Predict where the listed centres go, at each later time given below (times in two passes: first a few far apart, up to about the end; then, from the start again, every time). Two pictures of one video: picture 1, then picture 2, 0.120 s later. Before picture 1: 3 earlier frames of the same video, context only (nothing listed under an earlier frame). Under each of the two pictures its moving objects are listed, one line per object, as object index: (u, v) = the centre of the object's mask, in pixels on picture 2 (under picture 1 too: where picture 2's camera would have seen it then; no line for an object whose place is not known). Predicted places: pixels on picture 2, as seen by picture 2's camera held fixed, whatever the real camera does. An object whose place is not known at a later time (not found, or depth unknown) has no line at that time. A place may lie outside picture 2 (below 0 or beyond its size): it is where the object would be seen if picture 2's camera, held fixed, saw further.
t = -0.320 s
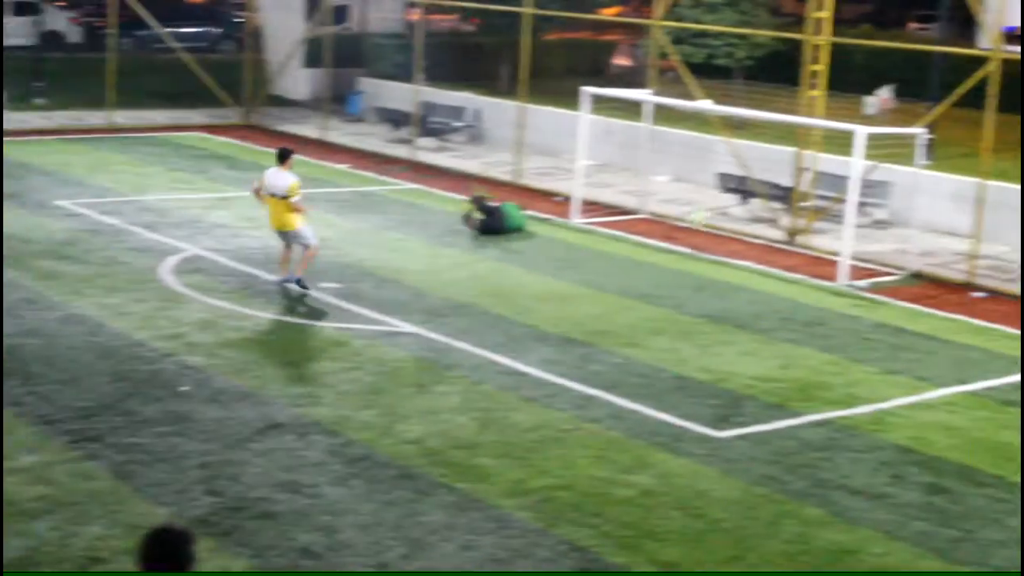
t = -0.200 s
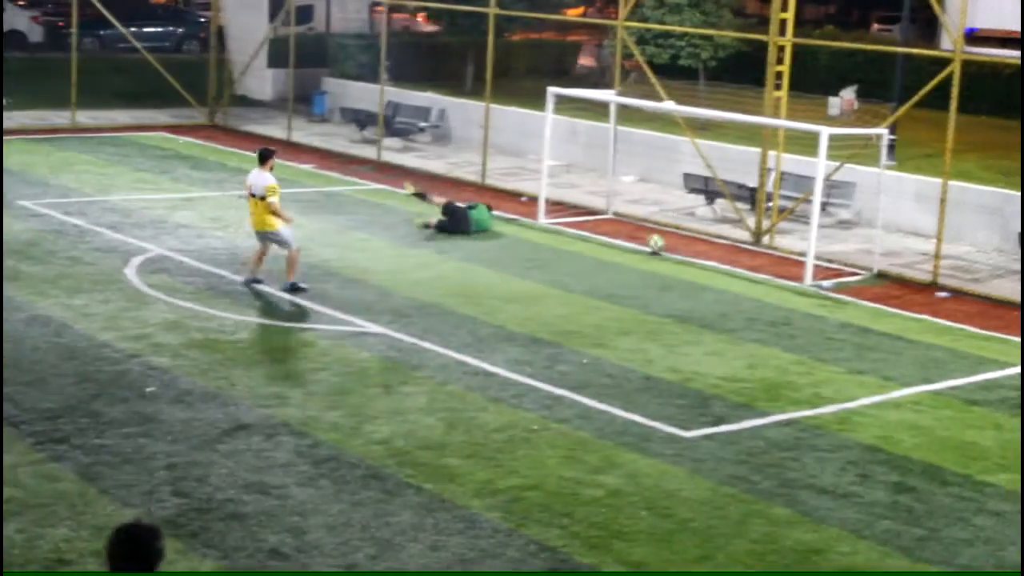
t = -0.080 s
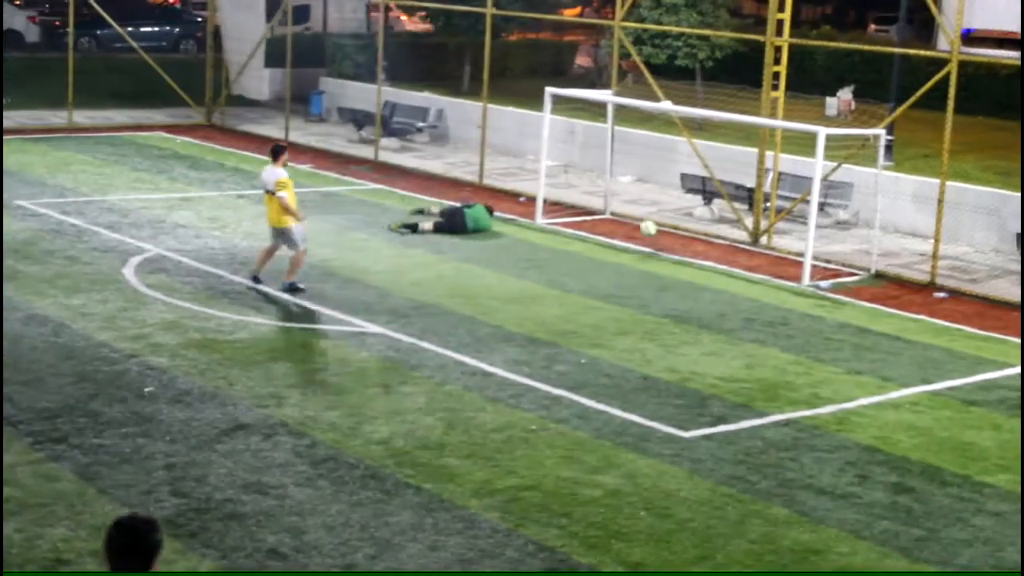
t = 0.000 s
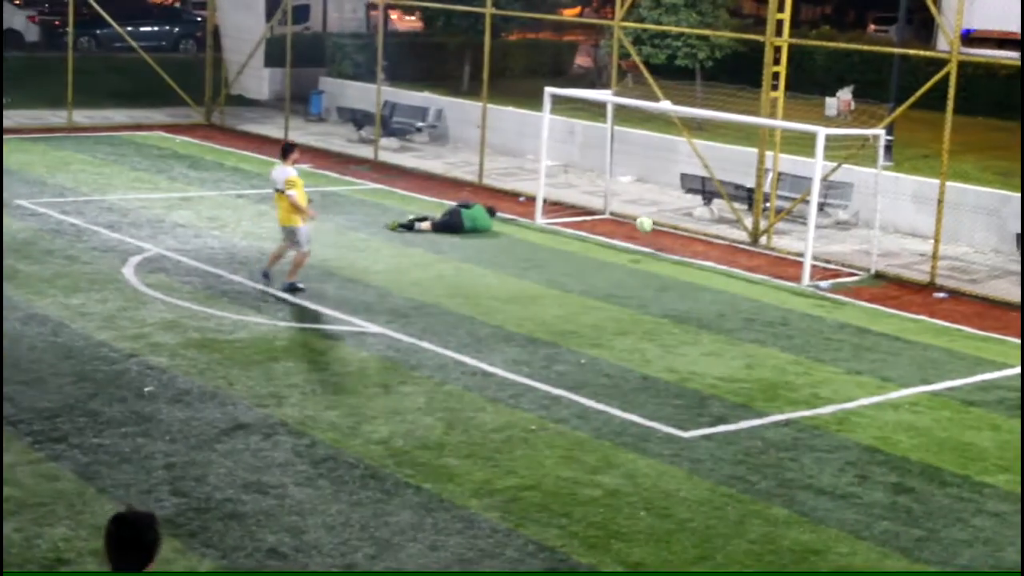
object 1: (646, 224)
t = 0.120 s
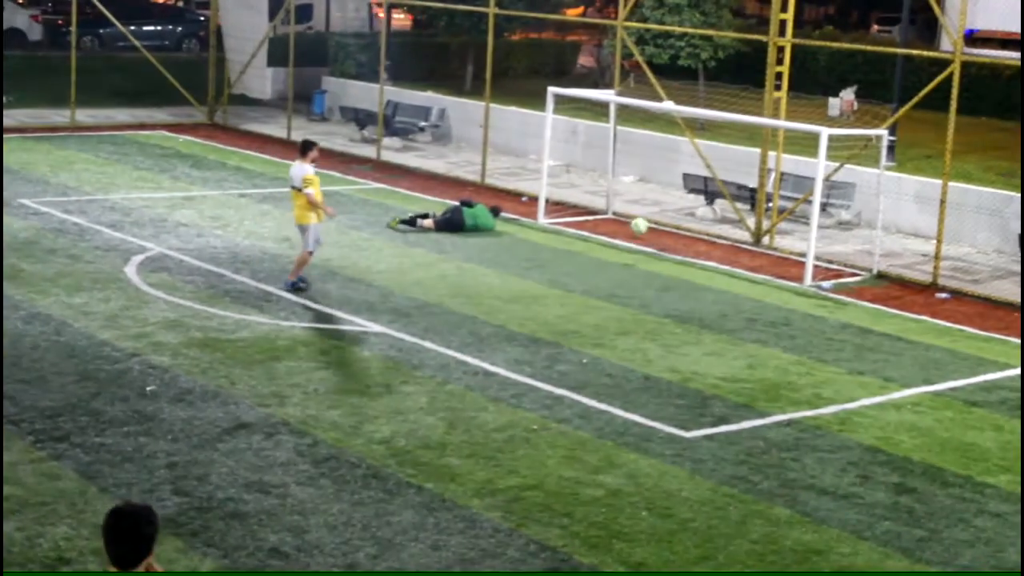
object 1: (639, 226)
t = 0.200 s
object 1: (634, 233)
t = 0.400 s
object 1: (621, 259)
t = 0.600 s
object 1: (612, 253)
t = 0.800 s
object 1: (601, 279)
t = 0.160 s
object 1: (636, 229)
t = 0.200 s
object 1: (634, 233)
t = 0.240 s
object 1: (631, 238)
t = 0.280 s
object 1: (629, 244)
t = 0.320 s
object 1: (626, 251)
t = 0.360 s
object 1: (623, 261)
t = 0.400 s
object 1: (621, 259)
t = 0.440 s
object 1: (620, 256)
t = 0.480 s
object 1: (618, 255)
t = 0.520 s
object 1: (616, 253)
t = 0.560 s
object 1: (614, 253)
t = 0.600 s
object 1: (612, 253)
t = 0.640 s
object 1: (611, 256)
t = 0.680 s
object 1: (608, 259)
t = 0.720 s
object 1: (606, 265)
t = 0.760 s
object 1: (603, 271)
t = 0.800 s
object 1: (601, 279)
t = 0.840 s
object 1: (600, 281)
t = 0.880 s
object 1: (598, 277)
